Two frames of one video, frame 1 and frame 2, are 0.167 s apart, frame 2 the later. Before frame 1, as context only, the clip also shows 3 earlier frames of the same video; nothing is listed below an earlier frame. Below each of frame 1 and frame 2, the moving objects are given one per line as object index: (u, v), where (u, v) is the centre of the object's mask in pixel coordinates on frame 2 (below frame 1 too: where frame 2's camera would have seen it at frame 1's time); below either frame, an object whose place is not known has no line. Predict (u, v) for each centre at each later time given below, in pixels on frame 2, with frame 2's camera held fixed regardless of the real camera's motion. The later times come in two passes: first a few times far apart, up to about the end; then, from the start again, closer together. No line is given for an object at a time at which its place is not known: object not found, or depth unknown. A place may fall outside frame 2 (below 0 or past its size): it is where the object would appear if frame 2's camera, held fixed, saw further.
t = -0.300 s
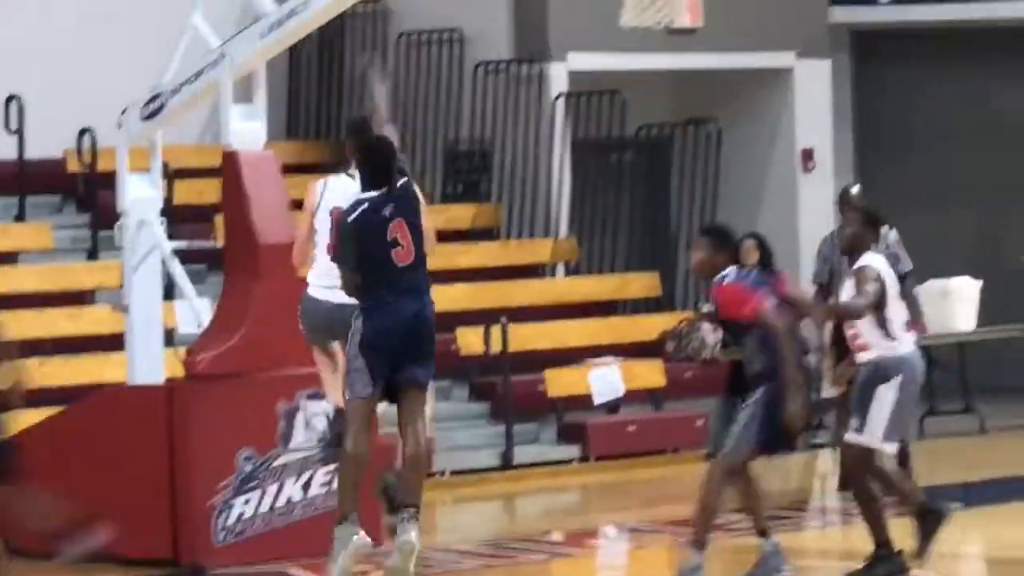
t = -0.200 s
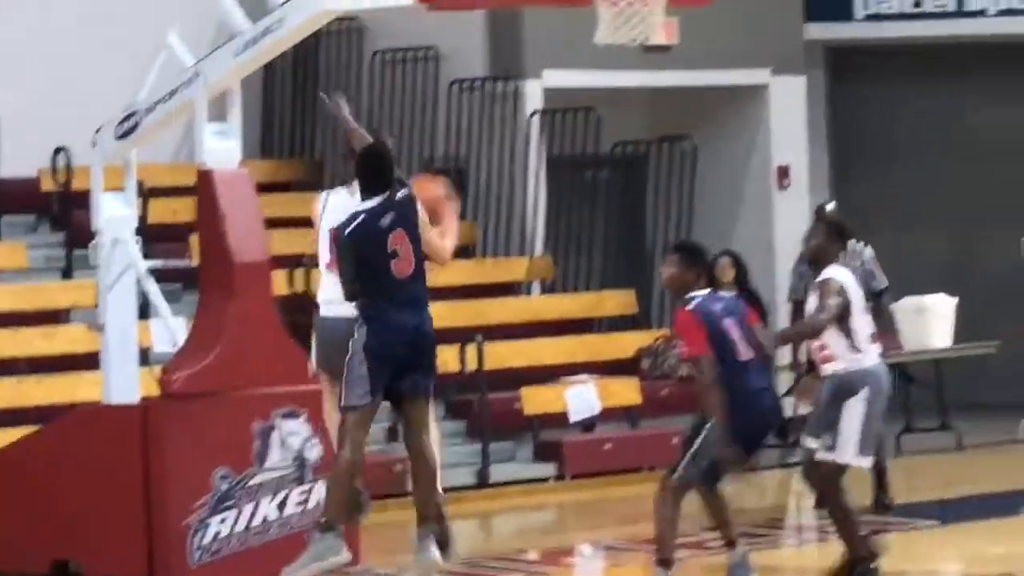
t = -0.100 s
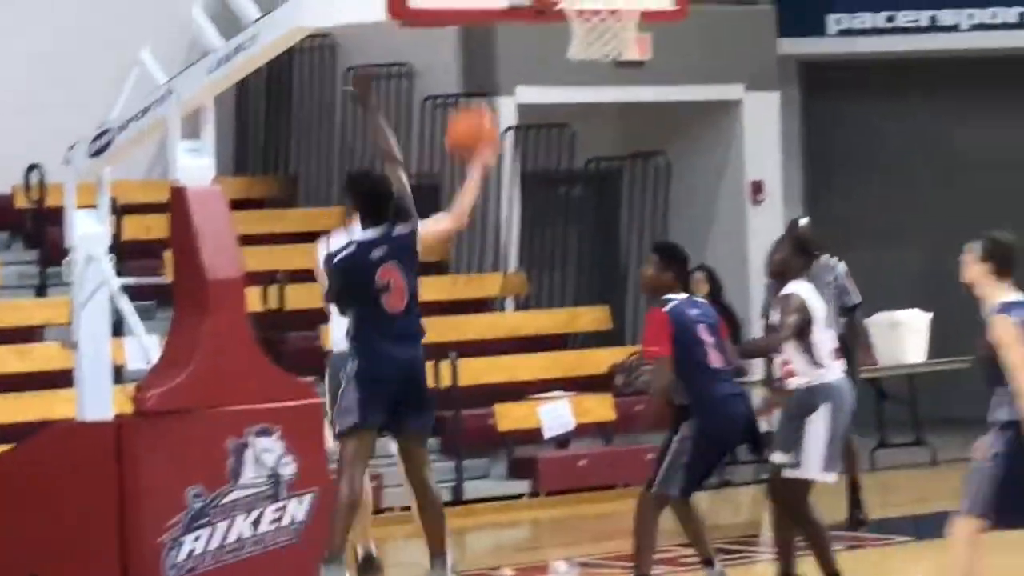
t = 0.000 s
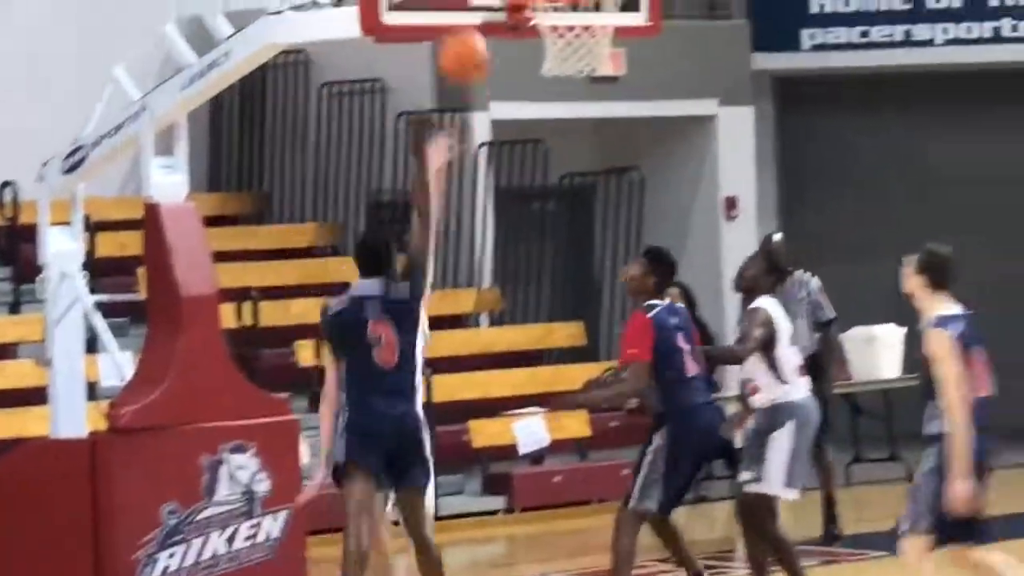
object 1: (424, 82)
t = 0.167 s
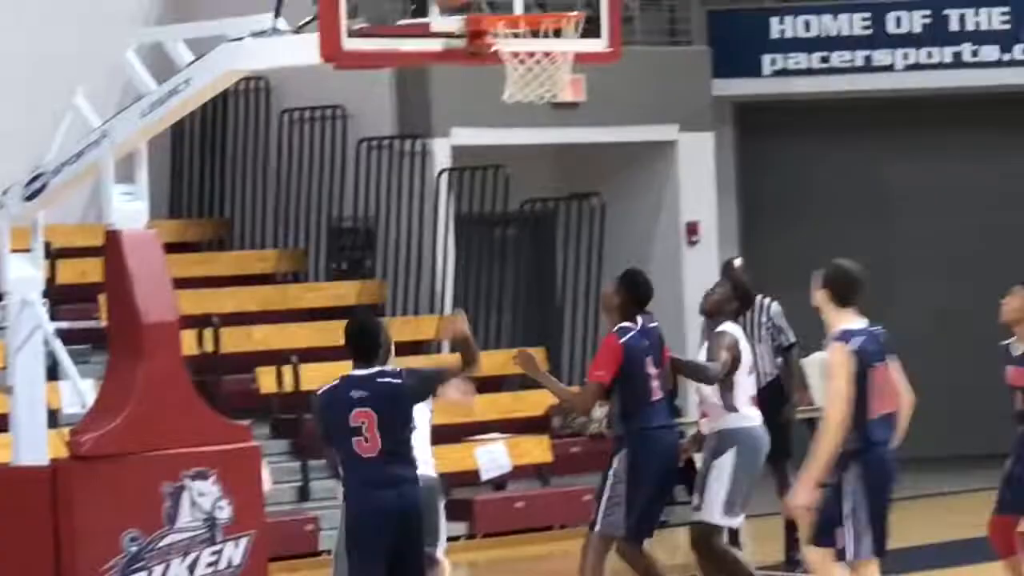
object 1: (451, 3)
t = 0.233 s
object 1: (470, -7)
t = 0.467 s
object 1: (546, 8)
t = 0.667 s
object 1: (562, 83)
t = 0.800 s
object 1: (546, 129)
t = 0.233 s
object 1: (470, -7)
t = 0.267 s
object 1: (482, -11)
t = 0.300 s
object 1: (492, -14)
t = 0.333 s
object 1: (502, -15)
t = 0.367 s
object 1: (512, -16)
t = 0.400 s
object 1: (523, -13)
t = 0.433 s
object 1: (535, -6)
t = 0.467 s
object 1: (546, 8)
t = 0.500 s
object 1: (557, 21)
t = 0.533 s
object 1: (566, 38)
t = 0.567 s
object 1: (569, 46)
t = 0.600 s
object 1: (572, 58)
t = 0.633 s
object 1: (569, 71)
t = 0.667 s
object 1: (562, 83)
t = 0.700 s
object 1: (556, 96)
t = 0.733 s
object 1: (553, 101)
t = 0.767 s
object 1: (548, 111)
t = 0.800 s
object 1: (546, 129)
